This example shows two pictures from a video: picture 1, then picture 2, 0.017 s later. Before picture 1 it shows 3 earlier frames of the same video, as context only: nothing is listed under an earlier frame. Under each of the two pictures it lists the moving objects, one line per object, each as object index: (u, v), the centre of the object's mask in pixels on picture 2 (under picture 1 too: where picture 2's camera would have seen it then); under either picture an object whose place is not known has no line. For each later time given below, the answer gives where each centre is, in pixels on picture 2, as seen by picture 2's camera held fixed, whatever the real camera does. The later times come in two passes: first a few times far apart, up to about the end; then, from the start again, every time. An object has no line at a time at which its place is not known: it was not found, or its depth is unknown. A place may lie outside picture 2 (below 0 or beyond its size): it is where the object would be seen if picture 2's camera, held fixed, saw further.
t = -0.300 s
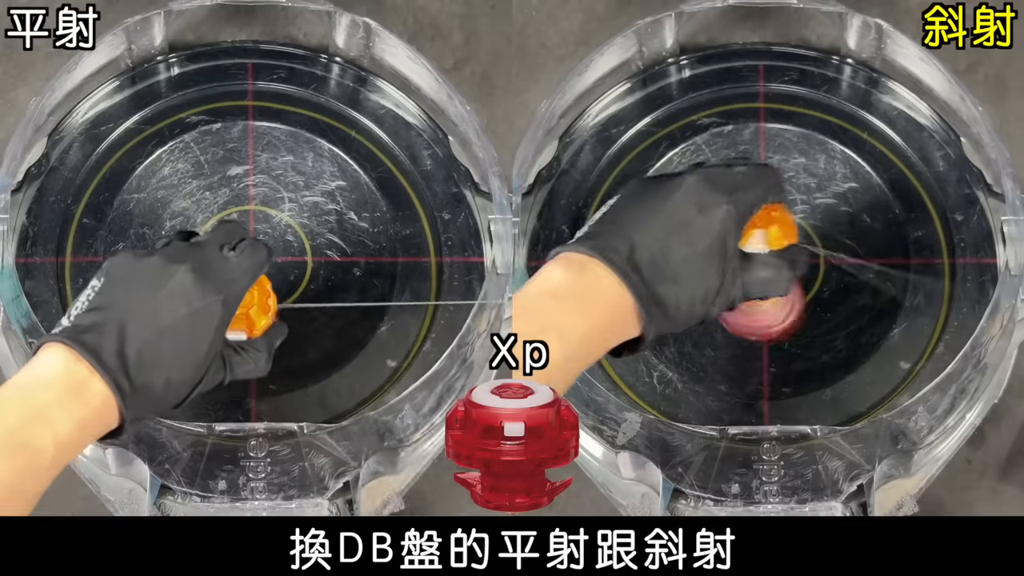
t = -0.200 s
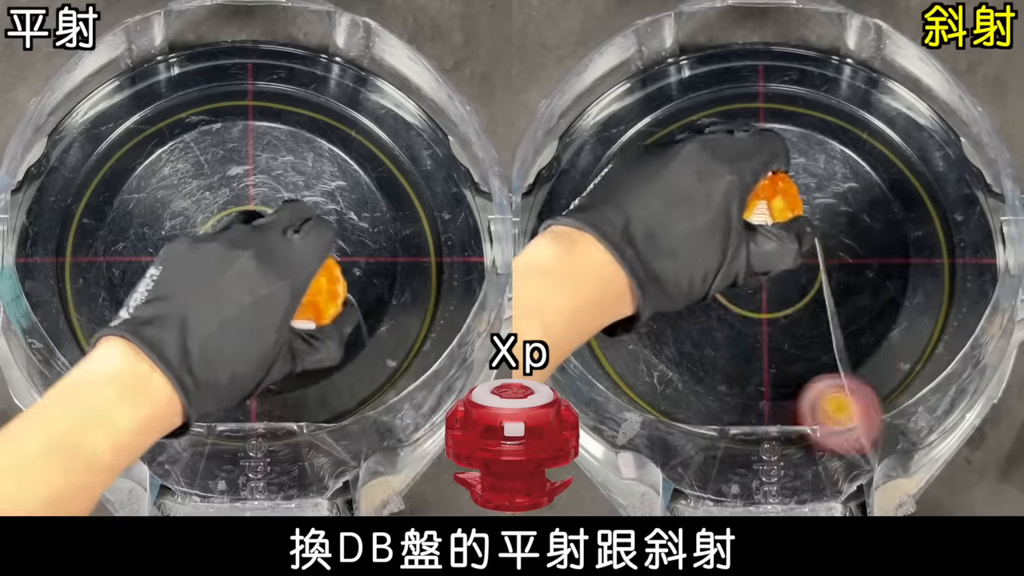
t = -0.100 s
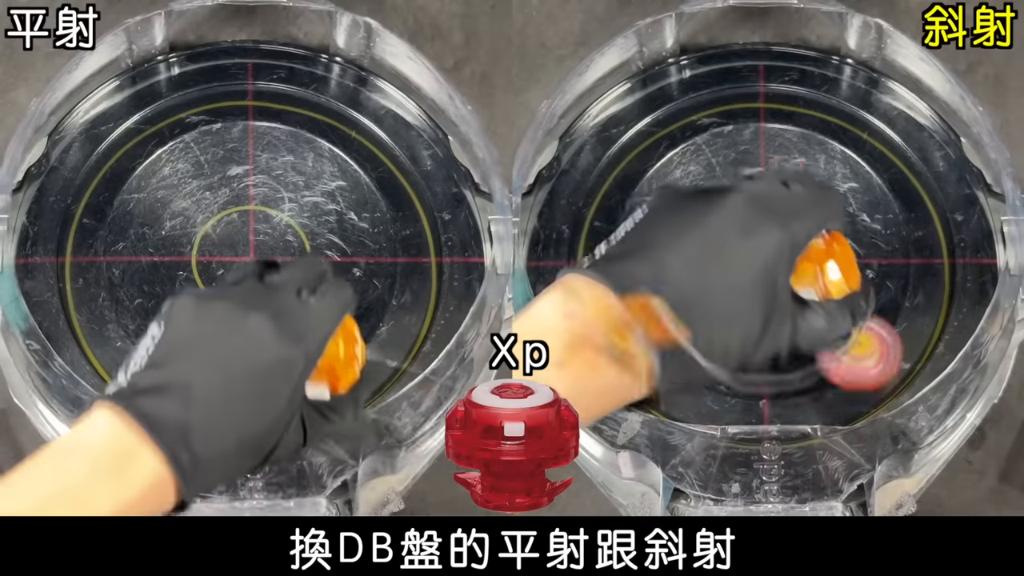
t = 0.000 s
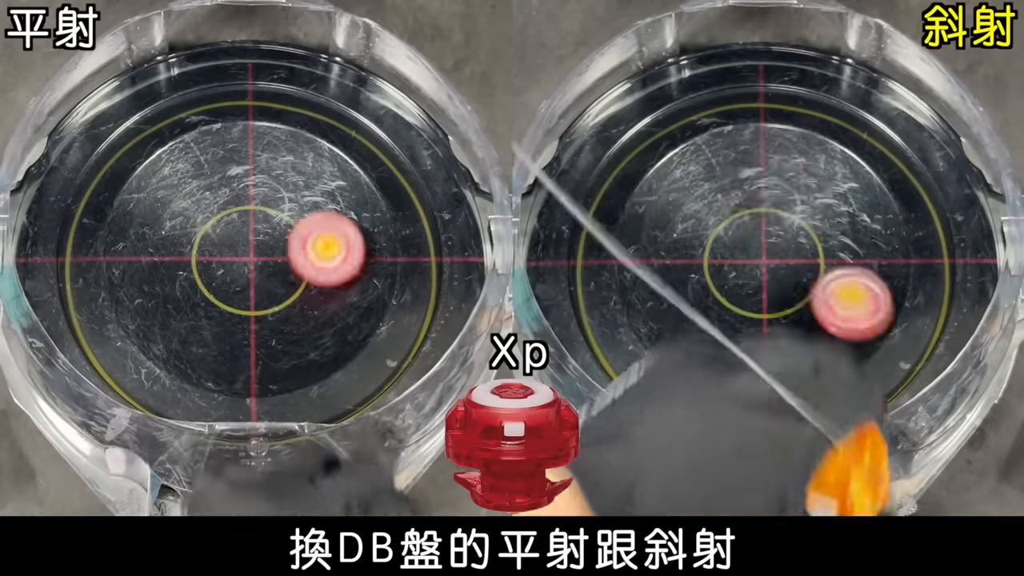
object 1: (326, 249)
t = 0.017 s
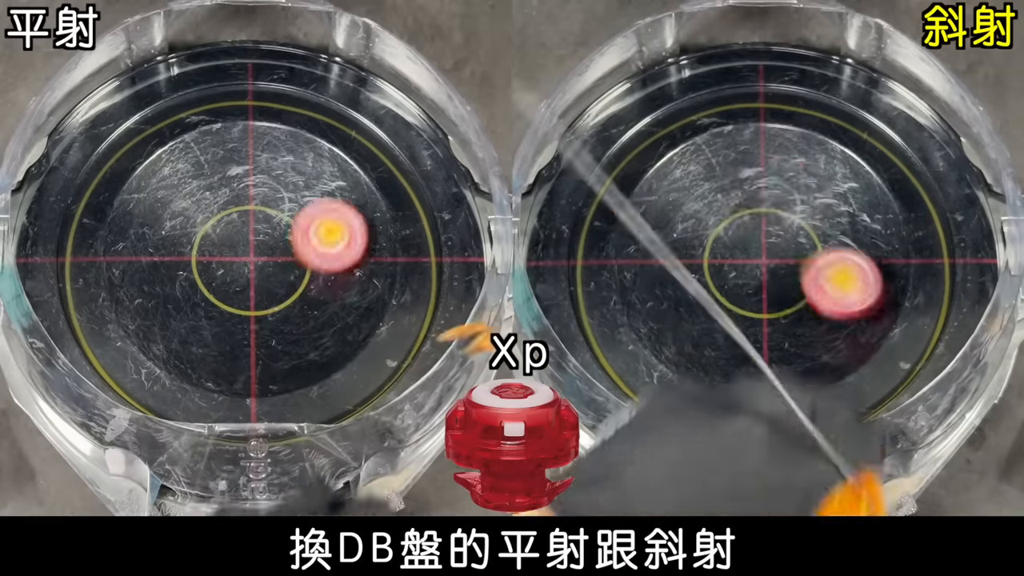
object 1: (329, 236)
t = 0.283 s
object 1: (209, 39)
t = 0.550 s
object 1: (147, 271)
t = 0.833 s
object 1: (444, 341)
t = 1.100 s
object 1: (208, 59)
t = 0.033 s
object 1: (332, 220)
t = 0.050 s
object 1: (332, 203)
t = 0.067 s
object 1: (332, 187)
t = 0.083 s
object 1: (329, 167)
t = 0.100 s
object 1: (324, 149)
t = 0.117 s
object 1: (317, 131)
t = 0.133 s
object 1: (306, 114)
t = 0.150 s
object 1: (297, 98)
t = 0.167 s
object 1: (288, 83)
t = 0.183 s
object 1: (279, 69)
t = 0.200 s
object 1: (269, 57)
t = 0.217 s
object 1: (257, 47)
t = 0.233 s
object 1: (248, 40)
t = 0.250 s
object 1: (235, 35)
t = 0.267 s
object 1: (222, 36)
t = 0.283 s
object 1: (209, 39)
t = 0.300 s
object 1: (196, 45)
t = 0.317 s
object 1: (189, 56)
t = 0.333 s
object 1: (180, 71)
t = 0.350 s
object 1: (175, 84)
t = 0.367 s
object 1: (168, 95)
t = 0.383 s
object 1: (162, 108)
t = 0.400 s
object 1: (154, 122)
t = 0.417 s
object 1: (150, 135)
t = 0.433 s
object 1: (146, 146)
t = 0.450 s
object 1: (144, 160)
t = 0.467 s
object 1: (141, 173)
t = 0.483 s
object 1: (139, 190)
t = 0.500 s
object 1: (139, 206)
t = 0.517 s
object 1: (140, 228)
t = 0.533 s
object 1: (141, 248)
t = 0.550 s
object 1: (147, 271)
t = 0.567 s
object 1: (154, 292)
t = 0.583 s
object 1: (166, 315)
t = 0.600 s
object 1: (179, 335)
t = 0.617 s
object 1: (197, 356)
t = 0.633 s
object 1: (215, 373)
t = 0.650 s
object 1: (239, 387)
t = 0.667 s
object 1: (260, 403)
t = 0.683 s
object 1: (285, 421)
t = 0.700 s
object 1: (307, 432)
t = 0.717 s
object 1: (331, 435)
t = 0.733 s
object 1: (352, 435)
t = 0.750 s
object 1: (366, 428)
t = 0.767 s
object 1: (380, 415)
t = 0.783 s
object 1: (396, 399)
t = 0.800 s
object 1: (412, 378)
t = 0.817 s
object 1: (428, 360)
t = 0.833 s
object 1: (444, 341)
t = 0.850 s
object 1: (456, 318)
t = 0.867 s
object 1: (463, 293)
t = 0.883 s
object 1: (465, 268)
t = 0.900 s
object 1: (460, 240)
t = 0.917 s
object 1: (457, 213)
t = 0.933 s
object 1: (451, 188)
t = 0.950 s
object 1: (440, 164)
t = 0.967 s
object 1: (425, 140)
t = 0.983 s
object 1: (408, 118)
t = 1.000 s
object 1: (384, 97)
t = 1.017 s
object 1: (358, 81)
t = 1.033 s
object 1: (328, 75)
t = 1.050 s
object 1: (297, 70)
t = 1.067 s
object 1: (266, 65)
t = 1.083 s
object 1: (236, 61)
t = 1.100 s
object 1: (208, 59)
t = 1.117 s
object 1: (180, 61)
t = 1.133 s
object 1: (162, 77)
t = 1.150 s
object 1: (145, 96)
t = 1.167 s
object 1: (126, 117)
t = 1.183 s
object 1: (109, 137)
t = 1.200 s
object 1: (92, 156)
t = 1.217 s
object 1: (75, 177)
